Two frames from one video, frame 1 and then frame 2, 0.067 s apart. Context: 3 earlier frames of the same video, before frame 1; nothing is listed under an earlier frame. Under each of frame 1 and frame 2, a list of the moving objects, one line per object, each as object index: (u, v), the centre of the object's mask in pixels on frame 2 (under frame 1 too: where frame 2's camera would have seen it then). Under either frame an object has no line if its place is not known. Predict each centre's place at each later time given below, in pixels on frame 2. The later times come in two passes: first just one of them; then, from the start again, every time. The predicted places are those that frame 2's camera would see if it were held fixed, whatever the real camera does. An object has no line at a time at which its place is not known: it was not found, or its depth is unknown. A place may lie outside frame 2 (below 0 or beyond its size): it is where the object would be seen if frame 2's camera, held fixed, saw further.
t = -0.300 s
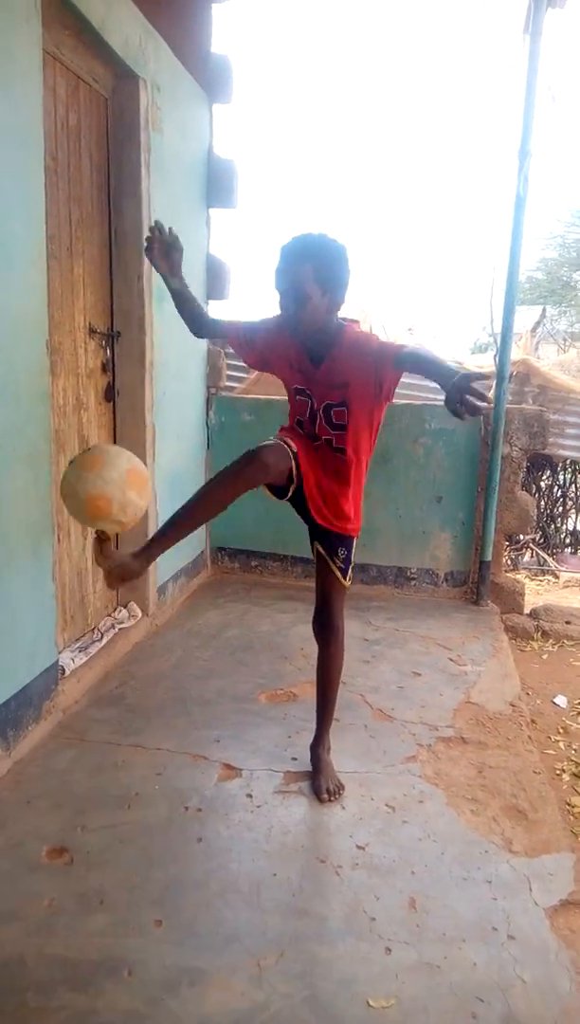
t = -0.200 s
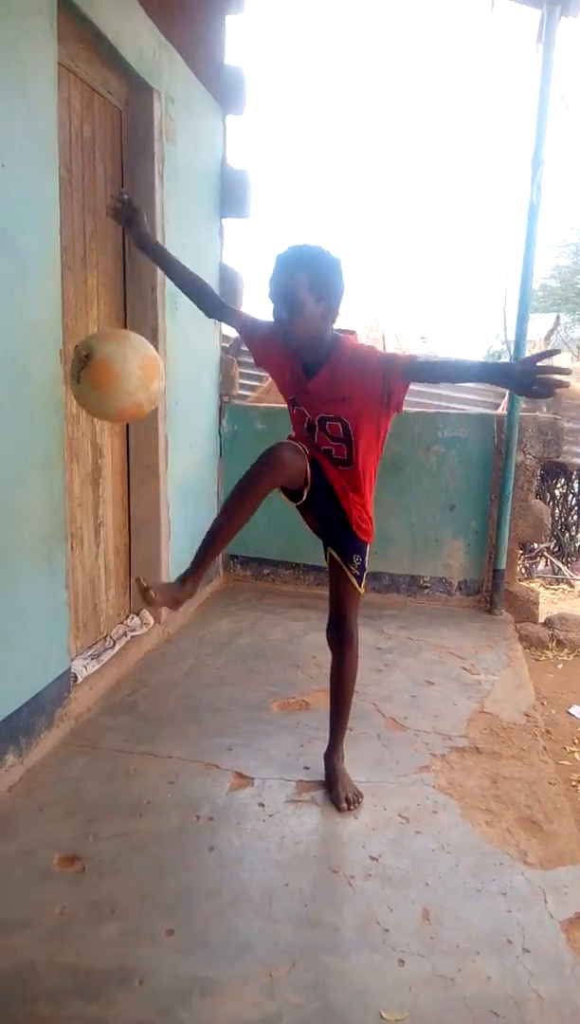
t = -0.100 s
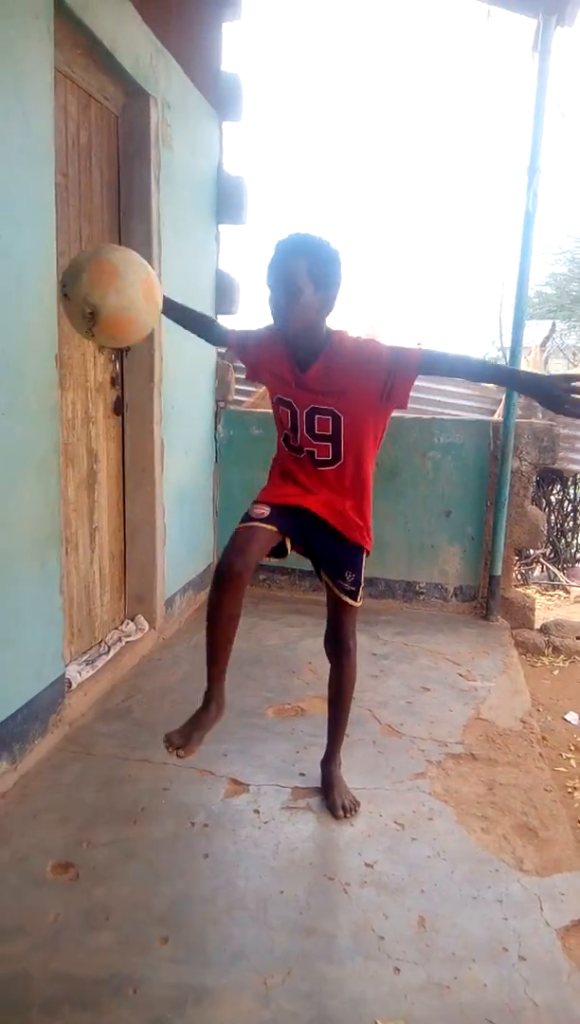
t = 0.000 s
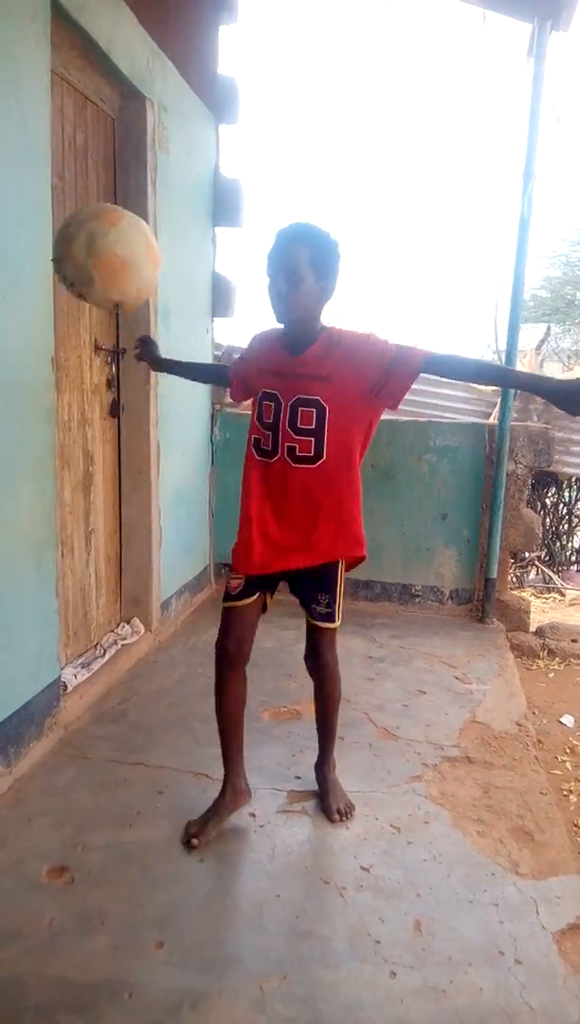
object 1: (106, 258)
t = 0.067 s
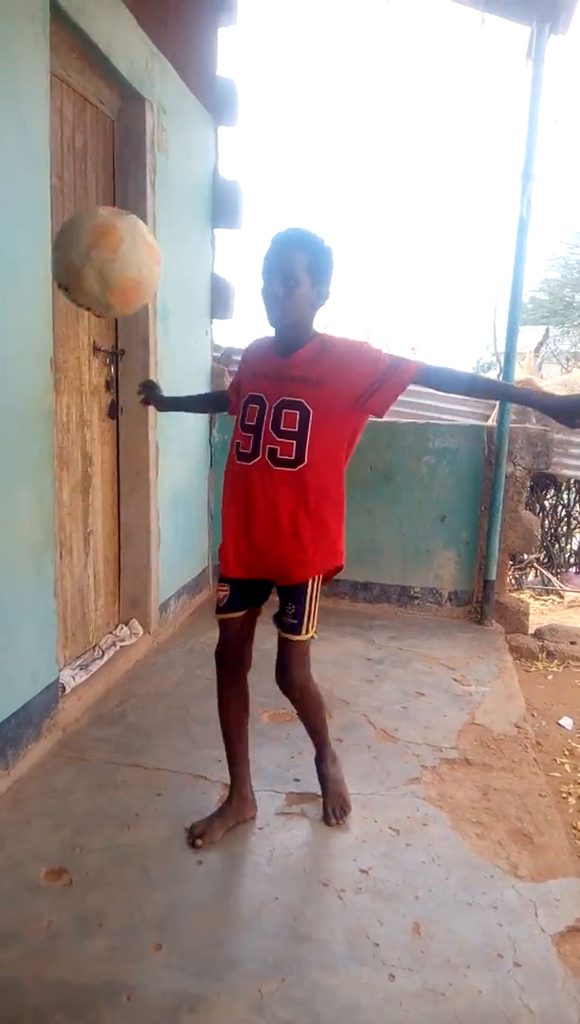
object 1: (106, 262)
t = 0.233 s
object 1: (109, 378)
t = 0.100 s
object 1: (106, 272)
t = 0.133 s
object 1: (107, 289)
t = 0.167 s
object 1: (109, 314)
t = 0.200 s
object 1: (109, 343)
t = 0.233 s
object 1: (109, 378)
